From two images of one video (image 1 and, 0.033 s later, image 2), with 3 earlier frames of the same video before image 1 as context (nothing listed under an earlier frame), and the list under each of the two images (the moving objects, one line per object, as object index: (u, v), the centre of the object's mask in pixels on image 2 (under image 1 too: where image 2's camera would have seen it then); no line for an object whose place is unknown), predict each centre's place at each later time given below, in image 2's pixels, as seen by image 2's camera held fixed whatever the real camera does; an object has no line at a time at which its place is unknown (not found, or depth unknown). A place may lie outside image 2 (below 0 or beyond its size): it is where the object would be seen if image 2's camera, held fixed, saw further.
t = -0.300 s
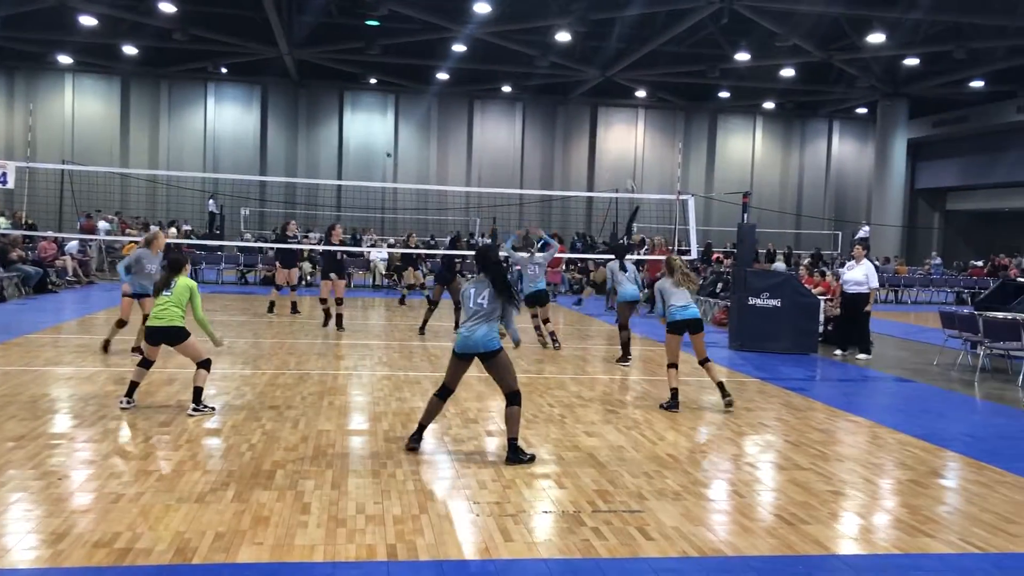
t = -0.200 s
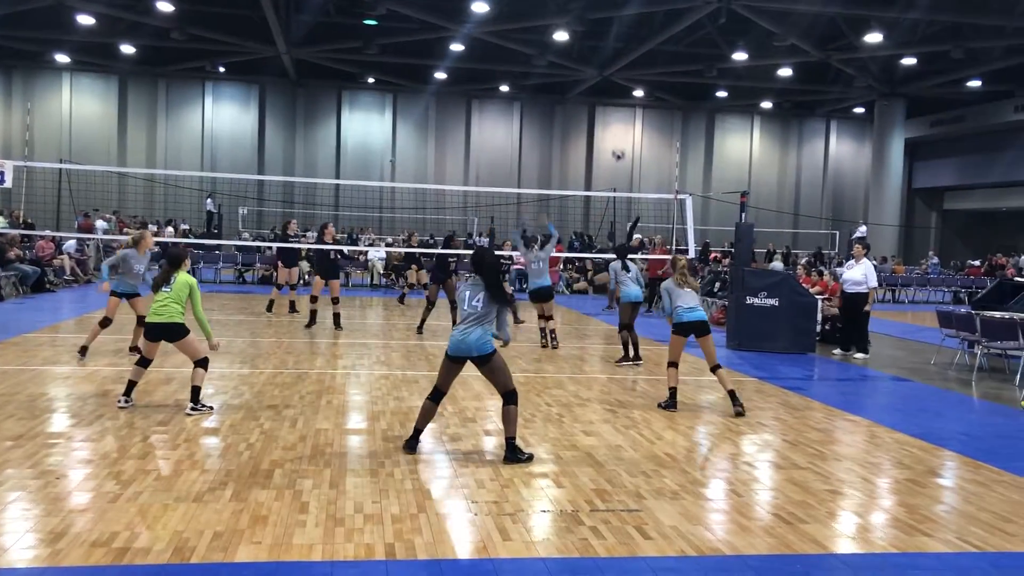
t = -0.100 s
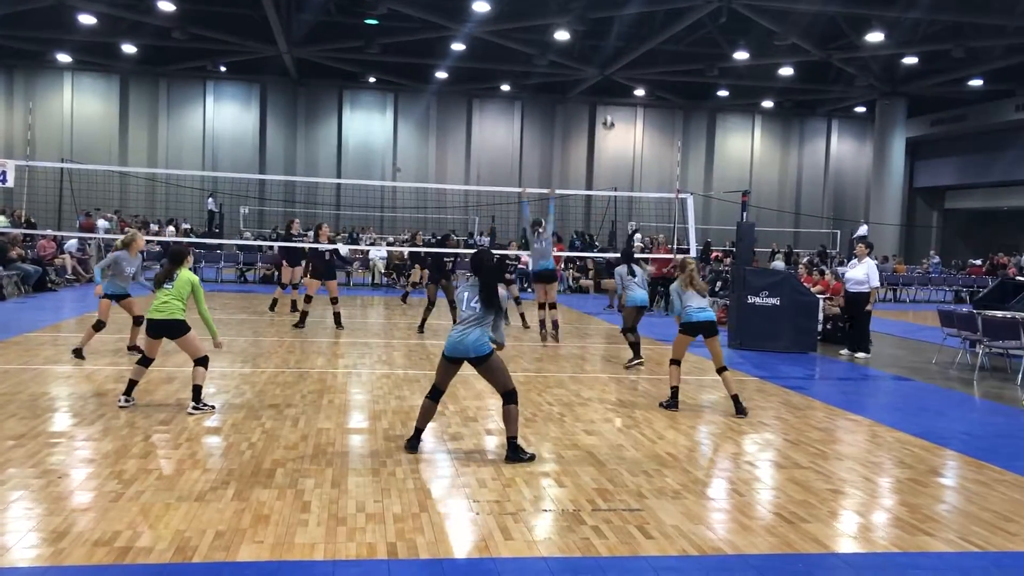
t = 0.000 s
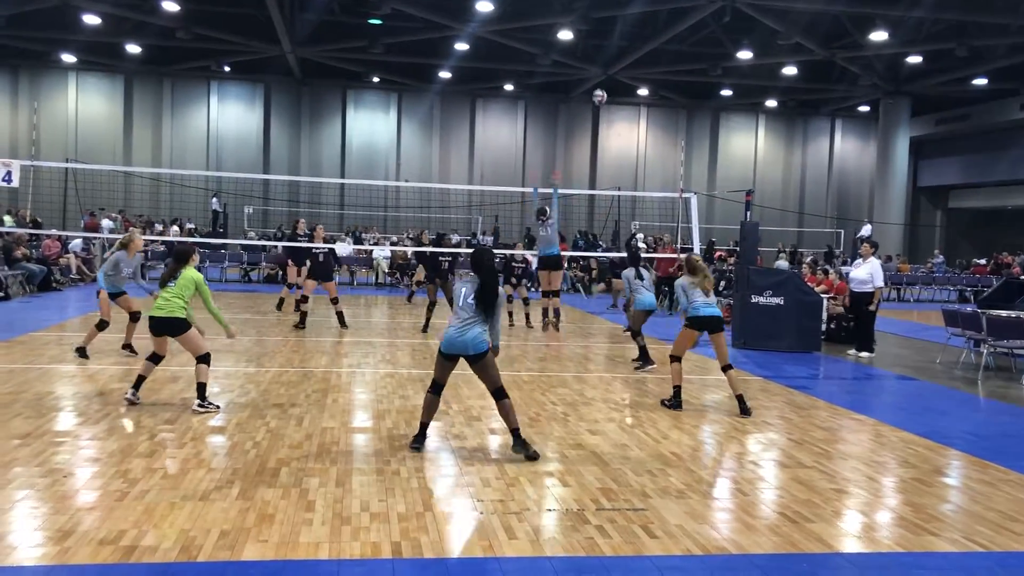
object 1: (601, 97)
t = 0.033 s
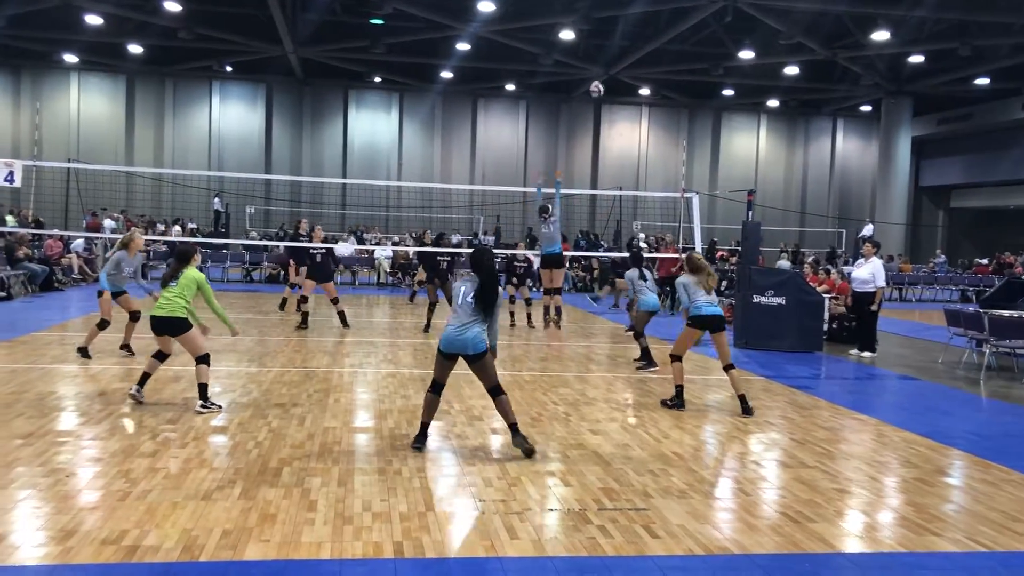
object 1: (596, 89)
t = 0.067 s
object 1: (593, 83)
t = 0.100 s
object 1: (589, 76)
